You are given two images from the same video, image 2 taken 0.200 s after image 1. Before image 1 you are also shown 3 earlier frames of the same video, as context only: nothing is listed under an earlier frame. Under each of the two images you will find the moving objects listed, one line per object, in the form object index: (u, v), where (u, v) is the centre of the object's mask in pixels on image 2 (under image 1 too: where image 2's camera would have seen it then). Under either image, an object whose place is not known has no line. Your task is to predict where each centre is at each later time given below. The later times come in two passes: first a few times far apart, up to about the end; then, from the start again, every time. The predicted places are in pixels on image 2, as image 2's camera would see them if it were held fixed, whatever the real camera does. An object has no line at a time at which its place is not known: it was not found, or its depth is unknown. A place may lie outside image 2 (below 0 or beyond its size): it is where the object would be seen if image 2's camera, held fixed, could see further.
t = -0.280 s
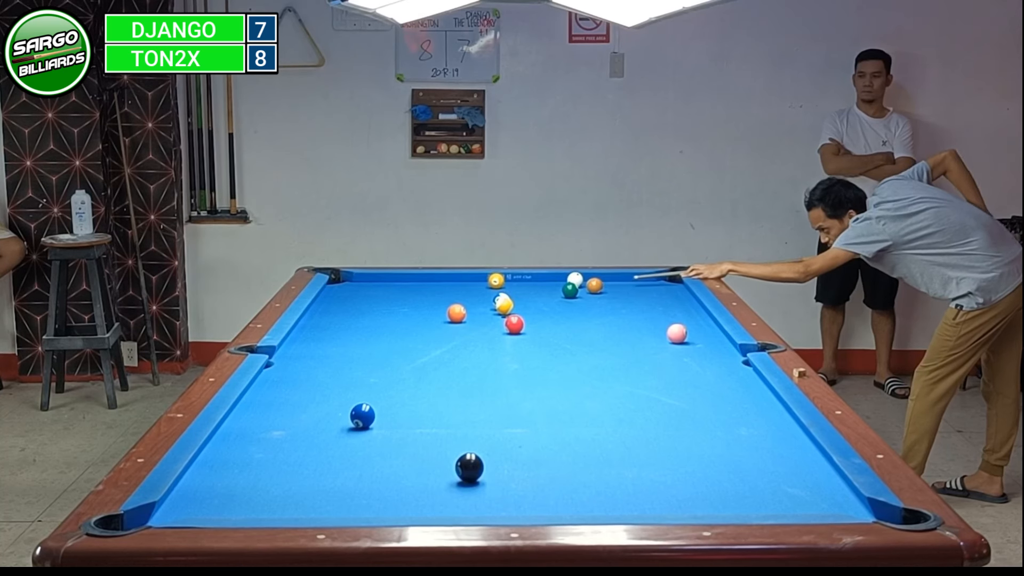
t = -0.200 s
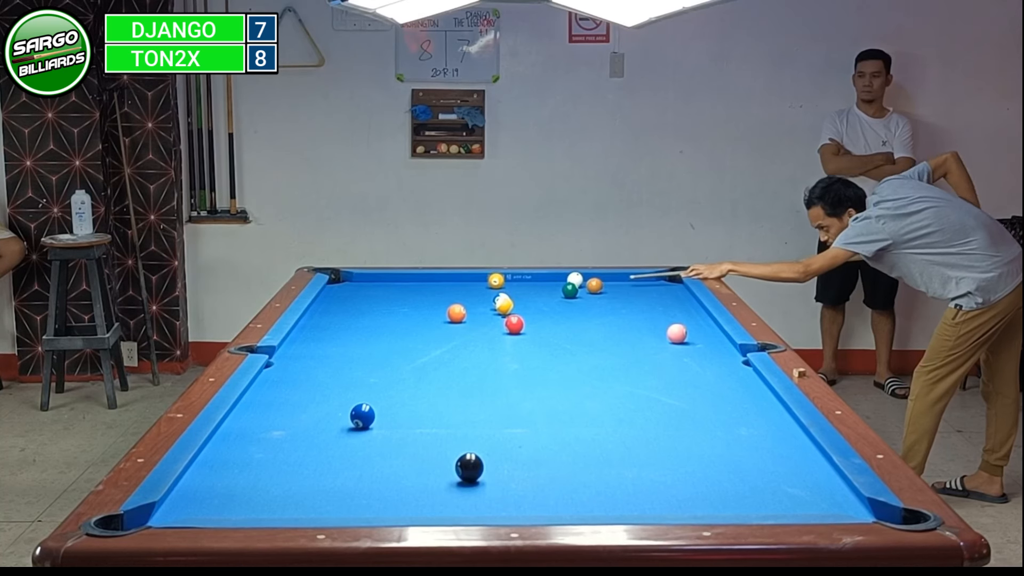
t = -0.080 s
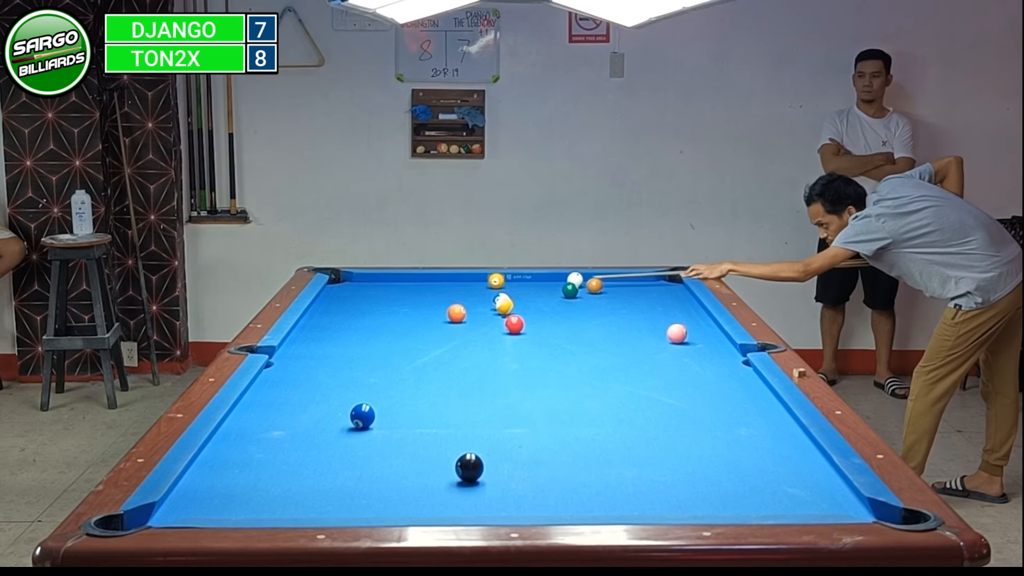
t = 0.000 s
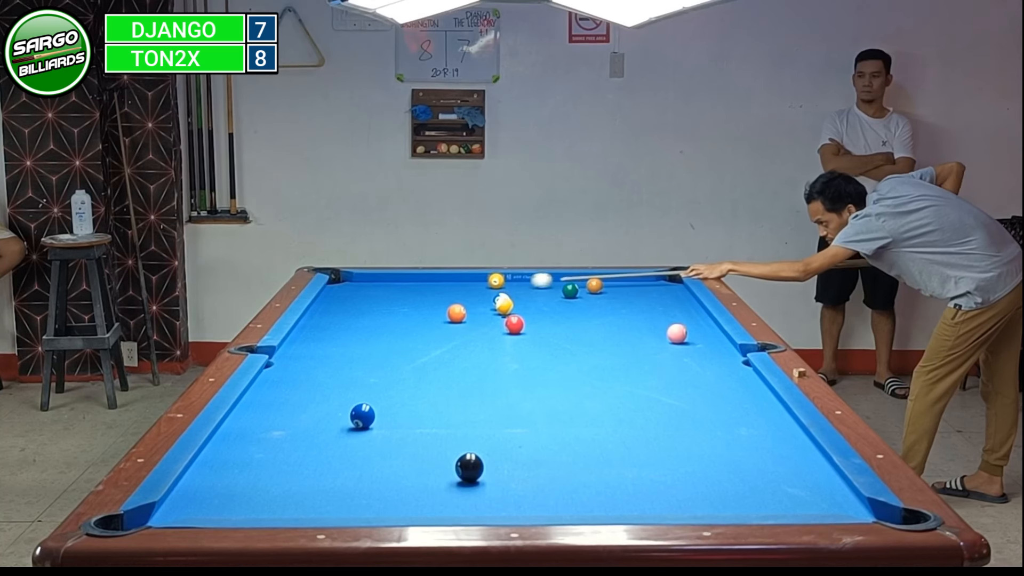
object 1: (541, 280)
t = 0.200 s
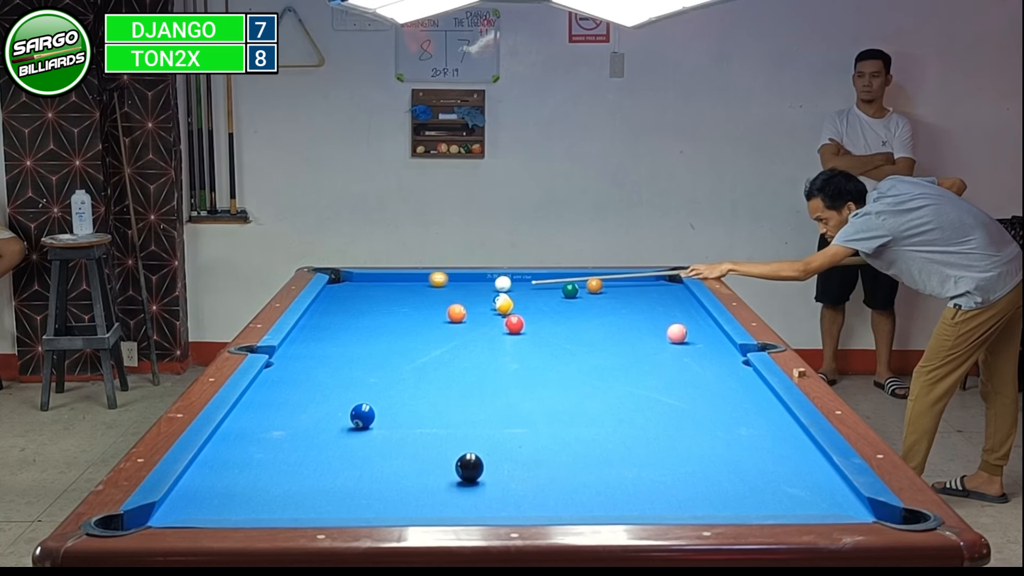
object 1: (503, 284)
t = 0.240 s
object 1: (496, 285)
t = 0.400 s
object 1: (473, 288)
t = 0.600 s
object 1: (442, 292)
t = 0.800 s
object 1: (411, 296)
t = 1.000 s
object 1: (380, 300)
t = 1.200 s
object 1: (349, 304)
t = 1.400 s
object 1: (319, 308)
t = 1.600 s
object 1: (326, 312)
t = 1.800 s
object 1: (336, 317)
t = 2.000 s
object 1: (348, 321)
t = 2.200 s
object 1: (359, 325)
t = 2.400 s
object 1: (370, 330)
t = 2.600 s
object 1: (381, 335)
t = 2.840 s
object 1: (393, 340)
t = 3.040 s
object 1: (404, 344)
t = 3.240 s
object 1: (414, 348)
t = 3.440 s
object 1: (425, 352)
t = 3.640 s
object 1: (435, 356)
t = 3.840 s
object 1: (445, 360)
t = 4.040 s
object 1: (454, 362)
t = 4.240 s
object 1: (463, 366)
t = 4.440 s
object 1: (472, 369)
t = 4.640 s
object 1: (479, 372)
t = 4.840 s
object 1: (487, 374)
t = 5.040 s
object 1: (494, 376)
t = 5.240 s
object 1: (500, 378)
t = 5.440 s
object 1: (505, 380)
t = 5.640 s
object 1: (509, 381)
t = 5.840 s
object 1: (513, 382)
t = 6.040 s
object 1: (516, 383)
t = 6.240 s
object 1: (518, 384)
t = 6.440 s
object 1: (519, 384)
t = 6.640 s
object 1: (520, 384)
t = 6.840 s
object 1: (520, 384)
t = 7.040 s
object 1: (520, 384)
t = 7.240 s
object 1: (520, 384)
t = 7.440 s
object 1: (520, 384)
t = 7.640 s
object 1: (520, 384)
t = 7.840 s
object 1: (520, 384)
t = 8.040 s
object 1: (520, 384)
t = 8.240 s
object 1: (520, 384)
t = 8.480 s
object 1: (520, 384)
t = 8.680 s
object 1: (520, 384)
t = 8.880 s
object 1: (520, 384)
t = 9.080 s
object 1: (520, 384)
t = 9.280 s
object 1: (520, 384)
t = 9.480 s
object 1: (520, 384)
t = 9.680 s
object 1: (520, 384)
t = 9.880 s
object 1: (520, 384)
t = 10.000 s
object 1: (520, 384)
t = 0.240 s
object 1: (496, 285)
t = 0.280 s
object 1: (490, 286)
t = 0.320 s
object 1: (483, 287)
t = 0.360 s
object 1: (478, 287)
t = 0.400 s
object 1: (473, 288)
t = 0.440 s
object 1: (465, 289)
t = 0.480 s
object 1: (460, 289)
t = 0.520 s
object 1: (455, 290)
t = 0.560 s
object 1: (447, 291)
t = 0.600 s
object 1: (442, 292)
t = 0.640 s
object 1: (434, 293)
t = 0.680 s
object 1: (429, 293)
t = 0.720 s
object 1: (424, 294)
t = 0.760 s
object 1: (416, 295)
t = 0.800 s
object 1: (411, 296)
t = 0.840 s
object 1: (406, 296)
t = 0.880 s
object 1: (398, 297)
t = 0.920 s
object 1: (393, 298)
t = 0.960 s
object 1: (385, 299)
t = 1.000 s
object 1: (380, 300)
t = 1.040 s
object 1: (375, 300)
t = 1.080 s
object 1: (367, 301)
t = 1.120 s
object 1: (362, 302)
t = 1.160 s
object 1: (357, 302)
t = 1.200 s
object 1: (349, 304)
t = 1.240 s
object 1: (344, 304)
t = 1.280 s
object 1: (337, 305)
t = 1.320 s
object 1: (331, 306)
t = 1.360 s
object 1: (326, 306)
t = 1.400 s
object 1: (319, 308)
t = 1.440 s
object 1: (317, 308)
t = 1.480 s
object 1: (319, 309)
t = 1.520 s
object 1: (321, 310)
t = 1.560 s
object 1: (323, 311)
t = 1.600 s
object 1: (326, 312)
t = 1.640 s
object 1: (328, 313)
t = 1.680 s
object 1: (330, 314)
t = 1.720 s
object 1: (333, 315)
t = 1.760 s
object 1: (335, 316)
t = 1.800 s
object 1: (336, 317)
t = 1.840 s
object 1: (339, 318)
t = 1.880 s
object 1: (341, 318)
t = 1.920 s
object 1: (344, 319)
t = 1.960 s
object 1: (346, 320)
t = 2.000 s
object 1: (348, 321)
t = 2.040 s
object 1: (351, 322)
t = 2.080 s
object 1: (352, 323)
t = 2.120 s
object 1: (354, 324)
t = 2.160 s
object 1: (357, 325)
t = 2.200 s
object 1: (359, 325)
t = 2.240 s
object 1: (361, 327)
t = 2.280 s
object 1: (363, 327)
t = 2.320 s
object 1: (365, 328)
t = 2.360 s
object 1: (368, 329)
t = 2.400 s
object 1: (370, 330)
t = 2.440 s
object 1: (372, 331)
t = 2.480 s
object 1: (374, 332)
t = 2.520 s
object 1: (376, 333)
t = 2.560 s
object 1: (379, 334)
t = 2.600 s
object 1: (381, 335)
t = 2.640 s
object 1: (383, 335)
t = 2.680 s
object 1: (385, 336)
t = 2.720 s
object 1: (387, 337)
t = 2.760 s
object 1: (389, 338)
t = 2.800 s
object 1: (392, 339)
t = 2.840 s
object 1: (393, 340)
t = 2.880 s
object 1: (396, 341)
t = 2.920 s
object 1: (398, 341)
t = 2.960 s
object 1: (400, 342)
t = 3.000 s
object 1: (402, 343)
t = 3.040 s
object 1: (404, 344)
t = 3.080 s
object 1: (406, 345)
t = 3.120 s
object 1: (408, 346)
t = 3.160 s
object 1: (410, 347)
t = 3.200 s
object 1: (413, 348)
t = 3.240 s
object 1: (414, 348)
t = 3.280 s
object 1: (416, 349)
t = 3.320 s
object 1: (419, 350)
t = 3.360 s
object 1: (420, 351)
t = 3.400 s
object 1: (422, 351)
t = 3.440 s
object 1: (425, 352)
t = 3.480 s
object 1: (427, 353)
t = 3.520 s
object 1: (429, 354)
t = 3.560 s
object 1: (431, 354)
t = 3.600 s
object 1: (432, 355)
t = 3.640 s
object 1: (435, 356)
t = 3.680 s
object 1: (437, 357)
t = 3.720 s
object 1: (438, 357)
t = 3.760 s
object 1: (441, 358)
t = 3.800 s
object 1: (442, 359)
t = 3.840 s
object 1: (445, 360)
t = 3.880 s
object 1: (446, 360)
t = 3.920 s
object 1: (448, 361)
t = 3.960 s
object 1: (450, 362)
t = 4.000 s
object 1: (452, 362)
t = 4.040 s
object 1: (454, 362)
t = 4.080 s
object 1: (456, 363)
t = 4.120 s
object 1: (457, 364)
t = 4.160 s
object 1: (460, 365)
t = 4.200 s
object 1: (461, 365)
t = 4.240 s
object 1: (463, 366)
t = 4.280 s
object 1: (465, 367)
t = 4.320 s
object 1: (467, 367)
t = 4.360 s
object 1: (468, 368)
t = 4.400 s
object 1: (470, 368)
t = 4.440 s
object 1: (472, 369)
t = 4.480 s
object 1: (474, 370)
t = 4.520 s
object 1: (475, 370)
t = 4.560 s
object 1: (476, 371)
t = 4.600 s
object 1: (478, 371)
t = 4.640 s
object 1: (479, 372)
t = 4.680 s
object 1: (481, 372)
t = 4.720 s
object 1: (482, 373)
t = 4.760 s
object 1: (484, 373)
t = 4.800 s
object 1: (485, 374)
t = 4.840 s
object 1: (487, 374)
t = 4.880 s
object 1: (488, 375)
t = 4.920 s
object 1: (490, 375)
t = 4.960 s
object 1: (491, 375)
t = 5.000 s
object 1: (492, 376)
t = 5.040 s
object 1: (494, 376)
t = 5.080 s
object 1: (495, 377)
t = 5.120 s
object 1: (496, 377)
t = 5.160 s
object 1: (497, 377)
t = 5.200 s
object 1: (498, 378)
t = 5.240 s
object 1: (500, 378)
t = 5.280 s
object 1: (501, 379)
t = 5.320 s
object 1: (502, 379)
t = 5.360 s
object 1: (503, 379)
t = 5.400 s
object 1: (504, 380)
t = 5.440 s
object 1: (505, 380)
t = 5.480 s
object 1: (506, 380)
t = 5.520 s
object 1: (507, 380)
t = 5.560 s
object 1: (508, 381)
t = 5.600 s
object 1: (509, 381)
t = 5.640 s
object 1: (509, 381)
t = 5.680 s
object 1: (511, 382)
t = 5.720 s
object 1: (511, 382)
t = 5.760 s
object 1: (512, 382)
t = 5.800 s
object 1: (513, 382)
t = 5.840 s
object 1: (513, 382)
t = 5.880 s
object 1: (514, 383)
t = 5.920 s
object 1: (515, 383)
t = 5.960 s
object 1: (515, 383)
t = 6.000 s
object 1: (516, 383)
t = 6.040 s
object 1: (516, 383)
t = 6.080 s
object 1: (517, 383)
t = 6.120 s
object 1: (517, 383)
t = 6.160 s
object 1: (518, 384)
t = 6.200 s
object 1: (518, 384)
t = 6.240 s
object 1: (518, 384)
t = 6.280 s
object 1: (519, 384)
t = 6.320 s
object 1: (519, 384)
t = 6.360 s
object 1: (519, 384)
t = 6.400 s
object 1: (519, 384)
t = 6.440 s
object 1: (519, 384)
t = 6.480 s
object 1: (519, 384)
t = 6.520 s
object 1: (519, 384)
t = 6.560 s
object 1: (519, 384)
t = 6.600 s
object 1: (519, 384)
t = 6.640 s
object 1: (520, 384)
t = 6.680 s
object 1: (520, 384)
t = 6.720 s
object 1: (520, 384)
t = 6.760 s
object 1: (520, 384)
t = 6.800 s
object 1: (520, 384)
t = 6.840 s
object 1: (520, 384)
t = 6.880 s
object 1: (520, 384)
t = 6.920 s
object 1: (520, 384)
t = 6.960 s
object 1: (520, 384)
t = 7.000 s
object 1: (520, 384)
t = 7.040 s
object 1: (520, 384)
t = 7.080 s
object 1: (520, 384)
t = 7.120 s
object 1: (520, 384)
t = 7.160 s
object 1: (520, 384)
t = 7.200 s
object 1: (520, 384)
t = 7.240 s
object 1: (520, 384)
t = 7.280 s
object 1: (520, 384)
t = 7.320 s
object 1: (520, 384)
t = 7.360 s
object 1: (520, 384)
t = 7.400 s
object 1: (520, 384)
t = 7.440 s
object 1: (520, 384)
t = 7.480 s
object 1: (520, 384)
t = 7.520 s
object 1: (520, 384)
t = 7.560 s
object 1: (520, 384)
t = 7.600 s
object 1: (520, 384)
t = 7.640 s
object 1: (520, 384)
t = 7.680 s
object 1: (520, 384)
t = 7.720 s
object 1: (520, 384)
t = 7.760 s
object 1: (520, 384)
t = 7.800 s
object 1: (520, 384)
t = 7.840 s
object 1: (520, 384)
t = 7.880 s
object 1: (520, 384)
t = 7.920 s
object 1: (520, 384)
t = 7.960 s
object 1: (520, 384)
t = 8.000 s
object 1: (520, 384)
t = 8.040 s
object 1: (520, 384)
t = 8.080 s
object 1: (520, 384)
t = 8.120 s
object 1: (520, 384)
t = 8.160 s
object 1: (520, 384)
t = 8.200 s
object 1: (520, 384)
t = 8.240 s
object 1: (520, 384)
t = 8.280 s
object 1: (520, 384)
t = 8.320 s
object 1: (520, 384)
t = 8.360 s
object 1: (520, 384)
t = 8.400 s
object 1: (520, 384)
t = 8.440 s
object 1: (520, 384)
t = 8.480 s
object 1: (520, 384)
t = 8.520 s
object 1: (520, 384)
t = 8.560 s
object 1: (520, 384)
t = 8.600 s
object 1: (520, 384)
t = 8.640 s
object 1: (520, 384)
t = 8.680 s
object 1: (520, 384)
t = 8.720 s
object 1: (520, 384)
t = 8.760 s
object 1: (520, 384)
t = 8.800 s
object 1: (520, 384)
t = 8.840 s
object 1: (520, 384)
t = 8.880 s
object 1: (520, 384)
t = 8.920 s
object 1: (520, 384)
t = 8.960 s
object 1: (520, 384)
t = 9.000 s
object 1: (520, 384)
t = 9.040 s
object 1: (520, 384)
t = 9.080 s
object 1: (520, 384)
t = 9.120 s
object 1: (520, 384)
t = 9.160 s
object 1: (520, 384)
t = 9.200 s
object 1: (520, 384)
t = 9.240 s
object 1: (520, 384)
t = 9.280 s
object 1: (520, 384)
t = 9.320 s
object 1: (520, 384)
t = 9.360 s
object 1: (520, 384)
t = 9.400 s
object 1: (520, 384)
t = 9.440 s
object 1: (520, 384)
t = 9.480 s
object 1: (520, 384)
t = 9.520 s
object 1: (520, 384)
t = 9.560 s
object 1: (520, 384)
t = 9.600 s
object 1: (520, 384)
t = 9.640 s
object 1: (520, 384)
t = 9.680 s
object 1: (520, 384)
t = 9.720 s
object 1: (520, 384)
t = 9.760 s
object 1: (520, 384)
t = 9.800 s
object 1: (520, 384)
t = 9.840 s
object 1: (520, 384)
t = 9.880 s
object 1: (520, 384)
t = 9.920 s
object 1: (520, 384)
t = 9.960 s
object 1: (520, 384)
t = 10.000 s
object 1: (520, 384)
